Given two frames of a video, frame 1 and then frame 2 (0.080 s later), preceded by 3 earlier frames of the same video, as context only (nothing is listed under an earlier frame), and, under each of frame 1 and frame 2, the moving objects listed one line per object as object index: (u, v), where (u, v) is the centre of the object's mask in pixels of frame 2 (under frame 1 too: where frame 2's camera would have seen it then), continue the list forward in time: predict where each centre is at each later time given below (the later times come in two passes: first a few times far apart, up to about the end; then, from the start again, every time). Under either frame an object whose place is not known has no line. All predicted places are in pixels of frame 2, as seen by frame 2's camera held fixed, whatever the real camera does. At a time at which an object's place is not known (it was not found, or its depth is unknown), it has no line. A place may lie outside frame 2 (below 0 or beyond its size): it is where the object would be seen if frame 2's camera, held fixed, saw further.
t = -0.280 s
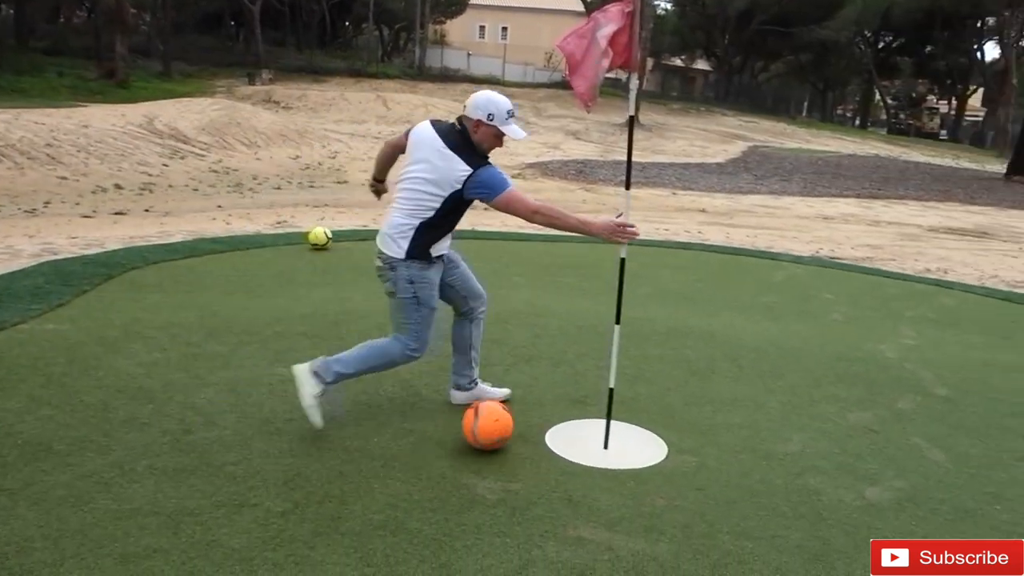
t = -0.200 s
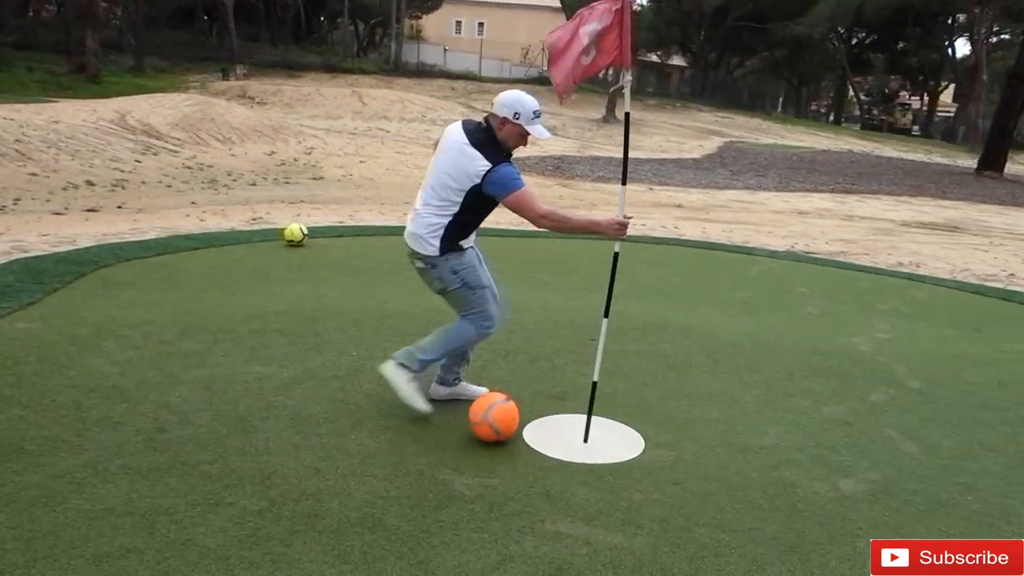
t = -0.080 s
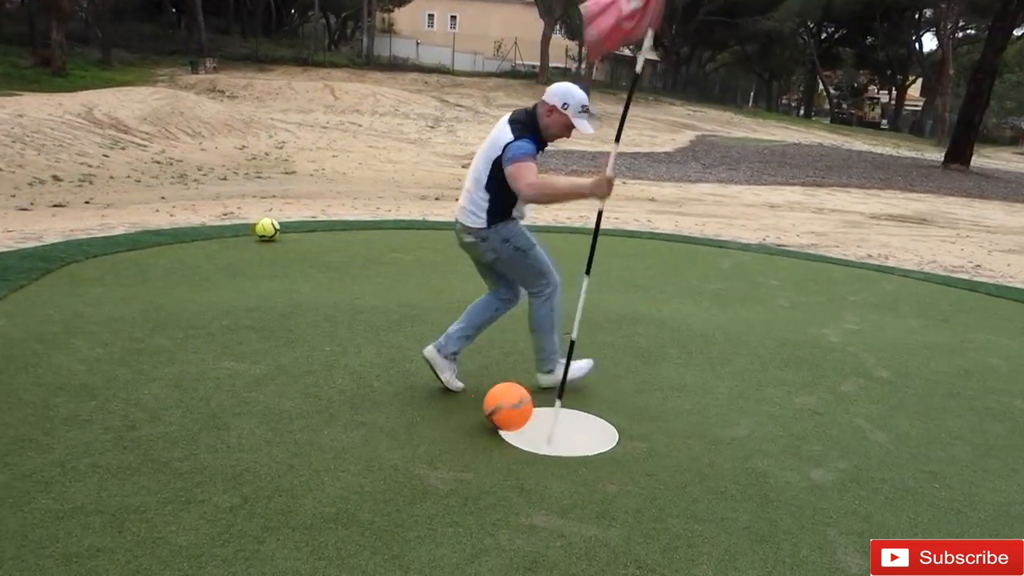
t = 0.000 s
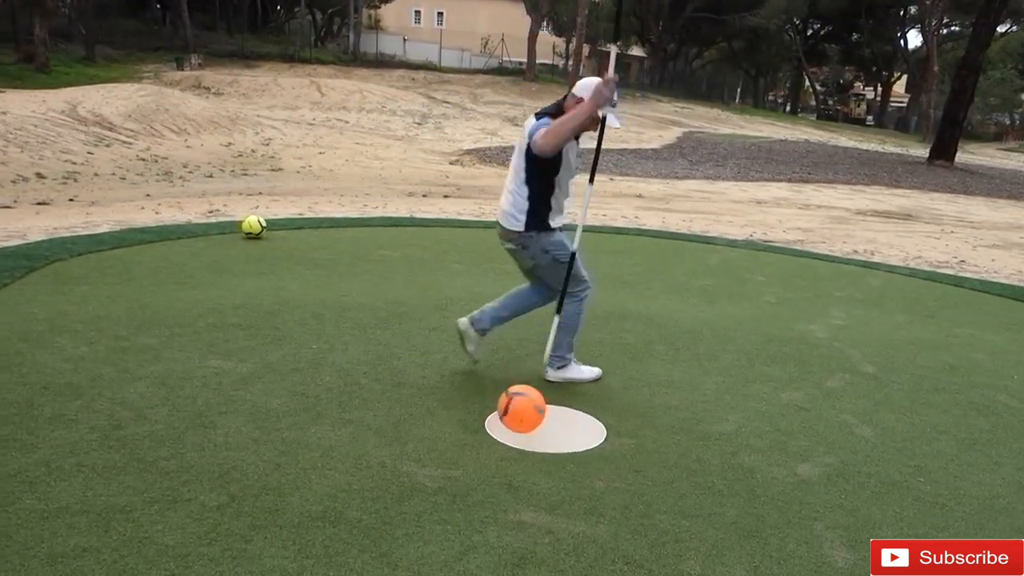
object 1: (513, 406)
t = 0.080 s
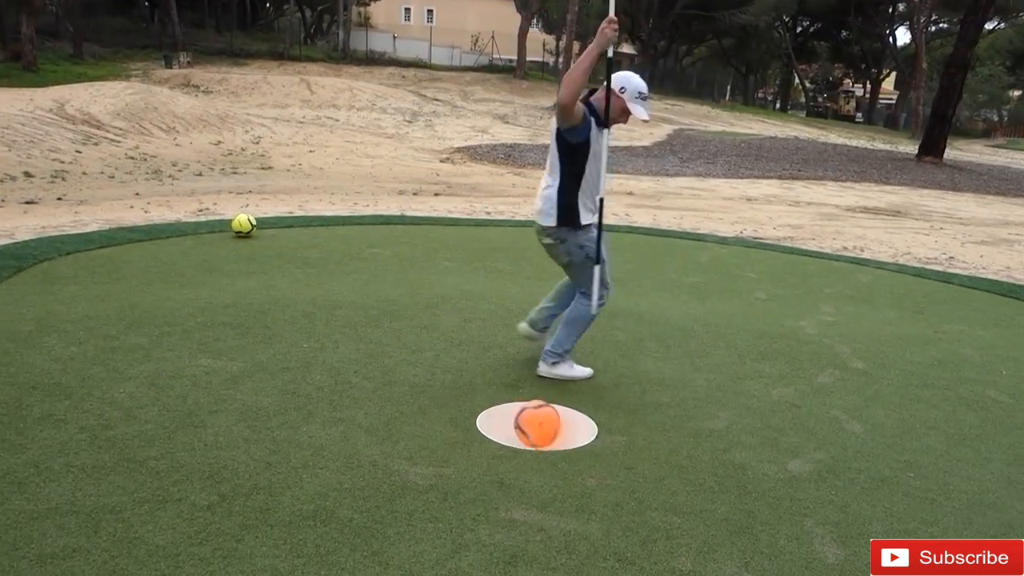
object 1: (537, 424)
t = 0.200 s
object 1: (557, 435)
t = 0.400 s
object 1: (563, 439)
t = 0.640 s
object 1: (563, 443)
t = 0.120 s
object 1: (549, 434)
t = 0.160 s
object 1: (551, 438)
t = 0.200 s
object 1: (557, 435)
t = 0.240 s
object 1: (555, 435)
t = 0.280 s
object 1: (553, 436)
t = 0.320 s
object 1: (556, 436)
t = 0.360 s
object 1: (560, 437)
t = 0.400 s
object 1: (563, 439)
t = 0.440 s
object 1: (562, 442)
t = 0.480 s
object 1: (563, 442)
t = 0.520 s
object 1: (562, 442)
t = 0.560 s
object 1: (562, 442)
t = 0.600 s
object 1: (562, 443)
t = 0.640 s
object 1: (563, 443)
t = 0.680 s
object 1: (563, 444)
